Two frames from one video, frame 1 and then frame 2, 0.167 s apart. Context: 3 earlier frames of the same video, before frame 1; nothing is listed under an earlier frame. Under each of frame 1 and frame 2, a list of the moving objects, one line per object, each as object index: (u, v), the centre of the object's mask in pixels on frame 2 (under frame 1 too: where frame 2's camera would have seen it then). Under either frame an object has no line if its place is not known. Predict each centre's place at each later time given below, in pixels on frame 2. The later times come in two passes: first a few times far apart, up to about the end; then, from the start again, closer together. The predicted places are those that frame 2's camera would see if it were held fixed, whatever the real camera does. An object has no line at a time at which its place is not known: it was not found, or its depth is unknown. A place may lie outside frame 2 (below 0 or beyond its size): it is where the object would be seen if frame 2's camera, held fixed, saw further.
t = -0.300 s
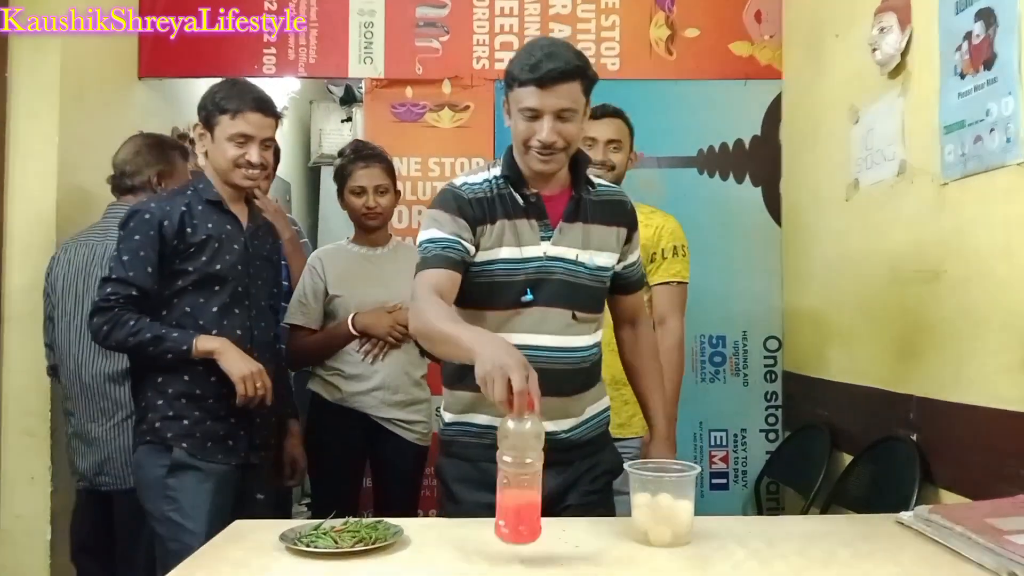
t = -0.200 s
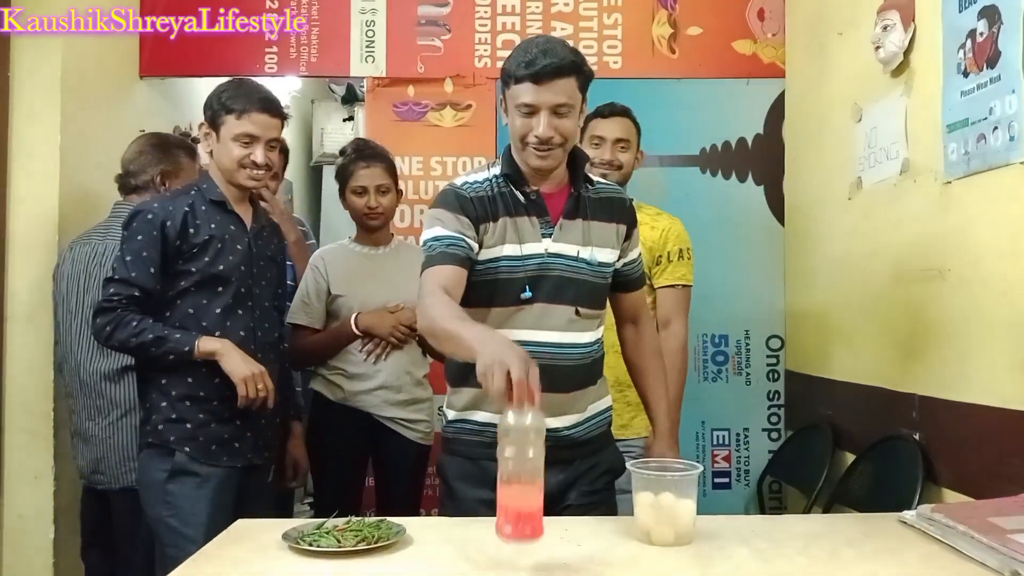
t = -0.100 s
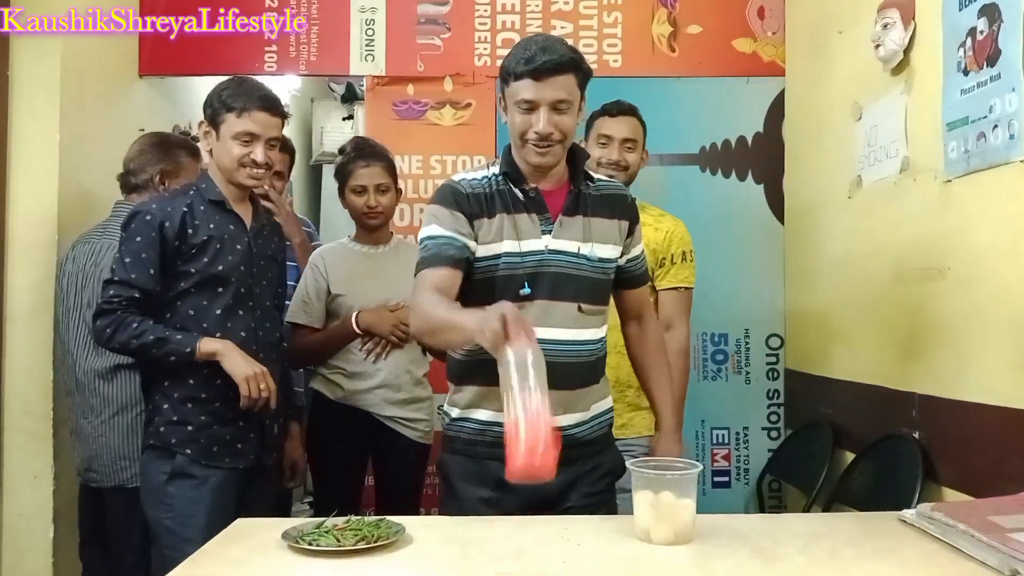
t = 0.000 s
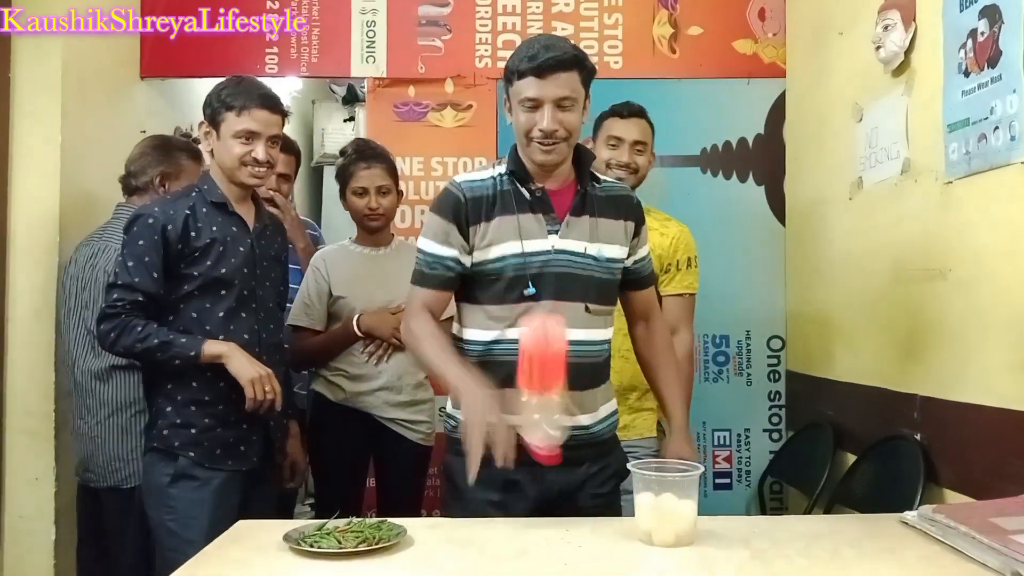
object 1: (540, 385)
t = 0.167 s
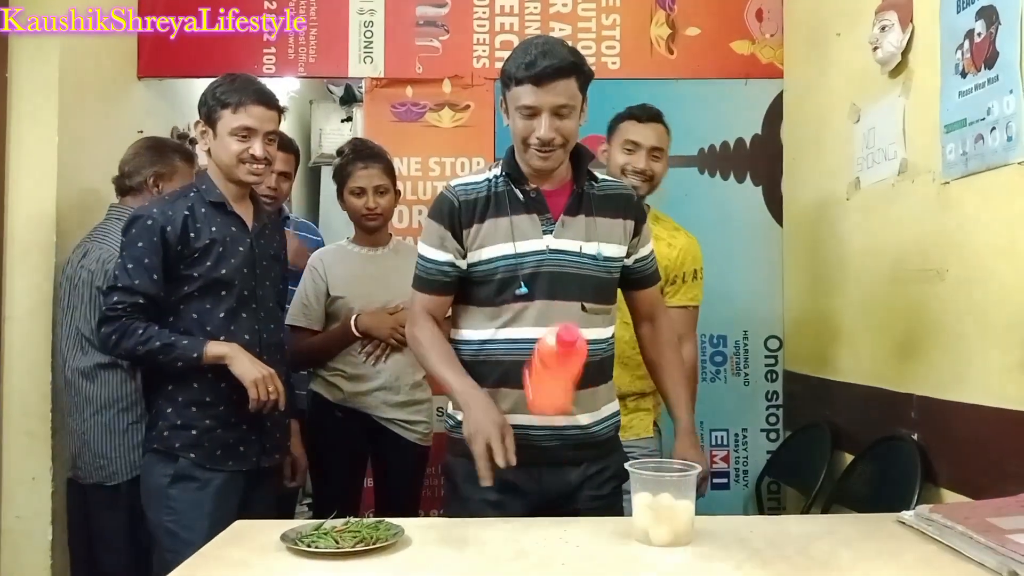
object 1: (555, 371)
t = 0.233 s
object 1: (561, 429)
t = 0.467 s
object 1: (580, 498)
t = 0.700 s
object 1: (574, 517)
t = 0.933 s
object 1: (568, 516)
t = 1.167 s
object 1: (570, 516)
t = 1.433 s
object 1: (577, 517)
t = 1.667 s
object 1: (582, 517)
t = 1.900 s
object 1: (587, 518)
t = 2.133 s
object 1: (595, 519)
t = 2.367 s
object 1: (604, 521)
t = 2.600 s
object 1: (603, 521)
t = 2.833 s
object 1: (601, 520)
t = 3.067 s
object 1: (603, 521)
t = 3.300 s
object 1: (603, 521)
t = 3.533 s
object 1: (602, 520)
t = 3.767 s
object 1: (602, 521)
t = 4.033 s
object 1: (603, 521)
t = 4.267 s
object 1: (604, 521)
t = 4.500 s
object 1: (604, 521)
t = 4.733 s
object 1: (604, 521)
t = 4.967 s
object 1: (603, 521)
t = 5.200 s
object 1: (604, 521)
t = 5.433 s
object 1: (603, 521)
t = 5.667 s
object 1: (604, 521)
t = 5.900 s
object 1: (603, 521)
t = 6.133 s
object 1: (604, 521)
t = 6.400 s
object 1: (604, 521)
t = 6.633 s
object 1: (604, 521)
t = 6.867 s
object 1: (604, 521)
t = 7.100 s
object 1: (604, 521)
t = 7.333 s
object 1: (604, 521)
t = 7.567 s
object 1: (604, 521)
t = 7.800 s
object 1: (604, 521)
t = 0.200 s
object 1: (558, 399)
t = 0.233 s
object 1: (561, 429)
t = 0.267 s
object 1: (565, 453)
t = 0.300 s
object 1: (569, 492)
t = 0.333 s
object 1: (571, 490)
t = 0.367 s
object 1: (573, 489)
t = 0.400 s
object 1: (575, 488)
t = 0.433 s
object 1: (578, 491)
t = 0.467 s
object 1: (580, 498)
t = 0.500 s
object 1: (581, 510)
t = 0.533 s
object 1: (582, 514)
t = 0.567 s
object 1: (582, 514)
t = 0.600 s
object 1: (580, 516)
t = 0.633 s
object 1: (577, 517)
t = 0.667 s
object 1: (575, 517)
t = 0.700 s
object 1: (574, 517)
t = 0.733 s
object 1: (574, 517)
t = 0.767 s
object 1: (575, 517)
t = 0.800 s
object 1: (574, 517)
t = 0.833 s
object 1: (572, 516)
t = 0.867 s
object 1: (570, 516)
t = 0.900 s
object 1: (568, 516)
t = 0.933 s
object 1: (568, 516)
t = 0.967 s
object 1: (569, 516)
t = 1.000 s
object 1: (570, 516)
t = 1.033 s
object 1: (570, 516)
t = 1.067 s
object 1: (569, 516)
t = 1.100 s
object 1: (568, 516)
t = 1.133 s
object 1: (568, 516)
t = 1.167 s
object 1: (570, 516)
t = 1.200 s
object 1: (572, 516)
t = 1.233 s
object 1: (573, 517)
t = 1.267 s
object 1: (573, 517)
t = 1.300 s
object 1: (573, 517)
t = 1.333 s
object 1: (573, 517)
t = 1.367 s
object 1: (574, 517)
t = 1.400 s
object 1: (575, 517)
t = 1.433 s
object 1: (577, 517)
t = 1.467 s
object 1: (578, 517)
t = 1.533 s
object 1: (578, 517)
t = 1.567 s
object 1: (578, 517)
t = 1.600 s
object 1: (579, 517)
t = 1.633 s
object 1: (580, 517)
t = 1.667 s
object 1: (582, 517)
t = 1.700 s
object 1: (583, 518)
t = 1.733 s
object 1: (583, 518)
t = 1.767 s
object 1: (583, 518)
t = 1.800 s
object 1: (583, 518)
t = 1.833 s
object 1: (586, 518)
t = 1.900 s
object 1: (587, 518)
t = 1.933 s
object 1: (588, 518)
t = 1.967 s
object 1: (589, 518)
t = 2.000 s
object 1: (589, 518)
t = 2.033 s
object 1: (590, 518)
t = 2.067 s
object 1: (592, 518)
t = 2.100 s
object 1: (594, 519)
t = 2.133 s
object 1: (595, 519)
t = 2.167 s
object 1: (597, 519)
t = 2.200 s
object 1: (597, 519)
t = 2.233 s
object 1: (598, 519)
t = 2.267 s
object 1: (600, 520)
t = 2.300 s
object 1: (602, 520)
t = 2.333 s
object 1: (604, 521)
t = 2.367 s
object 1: (604, 521)
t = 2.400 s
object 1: (603, 521)
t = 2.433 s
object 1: (604, 521)
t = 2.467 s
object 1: (604, 521)
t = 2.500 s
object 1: (604, 521)
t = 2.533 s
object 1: (604, 521)
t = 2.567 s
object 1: (604, 521)
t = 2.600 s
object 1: (603, 521)
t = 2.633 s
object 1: (601, 520)
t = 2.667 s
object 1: (600, 520)
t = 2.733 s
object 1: (601, 520)
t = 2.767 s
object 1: (601, 520)
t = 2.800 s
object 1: (601, 520)
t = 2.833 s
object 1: (601, 520)
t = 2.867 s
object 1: (601, 520)
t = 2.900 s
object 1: (601, 520)
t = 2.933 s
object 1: (601, 520)
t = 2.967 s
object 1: (602, 520)
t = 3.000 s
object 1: (603, 521)
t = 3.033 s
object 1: (603, 521)
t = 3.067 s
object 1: (603, 521)
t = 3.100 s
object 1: (603, 521)
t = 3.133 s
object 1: (603, 521)
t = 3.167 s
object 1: (603, 521)
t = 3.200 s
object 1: (603, 521)
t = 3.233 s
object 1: (603, 521)
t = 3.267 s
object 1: (603, 521)
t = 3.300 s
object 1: (603, 521)
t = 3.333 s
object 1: (603, 521)
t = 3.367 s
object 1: (603, 521)
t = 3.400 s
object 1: (602, 520)
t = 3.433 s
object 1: (602, 520)
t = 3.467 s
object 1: (602, 520)
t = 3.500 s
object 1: (602, 520)
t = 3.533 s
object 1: (602, 520)
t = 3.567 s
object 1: (602, 520)
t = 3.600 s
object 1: (602, 520)
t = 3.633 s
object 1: (601, 520)
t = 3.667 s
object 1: (601, 520)
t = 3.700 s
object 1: (602, 520)
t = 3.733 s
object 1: (602, 520)
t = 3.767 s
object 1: (602, 521)
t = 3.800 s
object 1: (602, 520)
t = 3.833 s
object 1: (602, 520)
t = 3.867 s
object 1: (602, 520)
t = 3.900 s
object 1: (603, 520)
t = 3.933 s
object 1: (604, 521)
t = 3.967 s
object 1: (604, 521)
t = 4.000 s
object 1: (604, 521)
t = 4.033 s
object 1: (603, 521)
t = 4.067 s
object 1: (603, 521)
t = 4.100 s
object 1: (604, 521)
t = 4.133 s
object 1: (604, 521)
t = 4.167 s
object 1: (604, 521)
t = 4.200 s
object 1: (604, 521)
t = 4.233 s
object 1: (604, 521)
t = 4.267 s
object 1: (604, 521)
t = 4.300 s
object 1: (604, 521)
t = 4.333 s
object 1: (604, 521)
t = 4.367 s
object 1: (604, 521)
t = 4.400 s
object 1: (604, 521)
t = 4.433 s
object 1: (604, 521)
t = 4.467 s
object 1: (604, 521)
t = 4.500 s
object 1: (604, 521)
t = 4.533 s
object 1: (604, 521)
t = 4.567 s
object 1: (604, 521)
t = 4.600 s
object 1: (604, 521)
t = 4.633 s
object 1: (604, 521)
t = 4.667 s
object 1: (604, 521)
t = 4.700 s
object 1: (604, 521)
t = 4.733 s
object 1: (604, 521)
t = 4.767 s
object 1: (604, 521)
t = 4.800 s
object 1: (604, 521)
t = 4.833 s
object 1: (604, 521)
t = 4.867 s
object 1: (604, 521)
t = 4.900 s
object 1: (604, 521)
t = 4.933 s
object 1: (603, 521)
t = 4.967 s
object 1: (603, 521)
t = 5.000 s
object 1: (603, 521)
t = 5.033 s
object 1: (604, 521)
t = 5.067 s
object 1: (603, 521)
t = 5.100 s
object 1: (603, 521)
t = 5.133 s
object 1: (604, 521)
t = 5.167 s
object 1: (604, 521)
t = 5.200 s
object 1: (604, 521)
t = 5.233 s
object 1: (604, 521)
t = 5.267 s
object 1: (604, 521)
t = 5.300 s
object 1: (604, 521)
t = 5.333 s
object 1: (604, 521)
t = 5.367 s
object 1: (604, 521)
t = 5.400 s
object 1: (603, 521)
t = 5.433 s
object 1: (603, 521)
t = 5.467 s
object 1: (603, 521)
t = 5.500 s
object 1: (604, 521)
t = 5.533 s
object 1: (604, 521)
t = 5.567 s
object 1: (604, 521)
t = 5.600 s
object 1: (604, 521)
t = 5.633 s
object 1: (604, 521)
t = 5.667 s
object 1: (604, 521)
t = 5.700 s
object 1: (604, 521)
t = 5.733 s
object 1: (604, 521)
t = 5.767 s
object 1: (604, 521)
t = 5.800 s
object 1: (604, 521)
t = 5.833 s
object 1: (604, 521)
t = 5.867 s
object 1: (603, 521)
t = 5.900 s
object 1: (603, 521)
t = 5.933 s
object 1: (604, 521)
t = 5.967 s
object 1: (603, 521)
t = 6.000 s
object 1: (603, 521)
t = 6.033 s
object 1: (604, 521)
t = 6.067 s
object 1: (604, 521)
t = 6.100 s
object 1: (604, 521)
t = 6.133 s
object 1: (604, 521)
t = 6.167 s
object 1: (604, 521)
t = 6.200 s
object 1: (604, 521)
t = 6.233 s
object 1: (603, 521)
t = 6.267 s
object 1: (603, 521)
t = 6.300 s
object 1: (604, 521)
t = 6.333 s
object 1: (604, 521)
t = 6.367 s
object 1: (604, 521)
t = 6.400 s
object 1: (604, 521)
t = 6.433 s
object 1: (604, 521)
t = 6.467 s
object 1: (604, 521)
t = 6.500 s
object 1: (604, 521)
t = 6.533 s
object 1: (604, 521)
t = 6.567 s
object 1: (604, 521)
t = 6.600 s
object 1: (604, 521)
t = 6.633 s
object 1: (604, 521)
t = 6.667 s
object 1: (604, 521)
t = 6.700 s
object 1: (604, 521)
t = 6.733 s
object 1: (604, 521)
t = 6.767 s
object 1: (604, 521)
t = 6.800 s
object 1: (604, 521)
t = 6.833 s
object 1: (604, 521)
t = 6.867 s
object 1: (604, 521)
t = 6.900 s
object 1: (604, 521)
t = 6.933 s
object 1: (604, 521)
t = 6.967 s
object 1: (604, 521)
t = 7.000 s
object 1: (604, 521)
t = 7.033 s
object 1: (604, 521)
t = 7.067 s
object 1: (604, 521)
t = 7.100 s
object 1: (604, 521)
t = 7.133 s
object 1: (604, 521)
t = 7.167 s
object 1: (604, 521)
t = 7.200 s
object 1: (604, 521)
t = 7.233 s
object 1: (604, 521)
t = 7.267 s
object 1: (604, 521)
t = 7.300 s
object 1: (604, 521)
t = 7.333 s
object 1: (604, 521)
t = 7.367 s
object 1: (604, 521)
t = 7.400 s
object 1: (604, 521)
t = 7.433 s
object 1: (604, 521)
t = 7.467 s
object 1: (604, 521)
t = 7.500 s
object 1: (604, 521)
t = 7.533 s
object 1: (604, 521)
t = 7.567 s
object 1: (604, 521)
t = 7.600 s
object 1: (604, 521)
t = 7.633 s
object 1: (604, 521)
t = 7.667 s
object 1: (604, 521)
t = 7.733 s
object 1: (604, 521)
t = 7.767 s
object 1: (604, 521)
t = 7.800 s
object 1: (604, 521)
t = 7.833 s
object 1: (604, 521)
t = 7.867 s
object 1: (604, 521)
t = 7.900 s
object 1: (604, 521)
